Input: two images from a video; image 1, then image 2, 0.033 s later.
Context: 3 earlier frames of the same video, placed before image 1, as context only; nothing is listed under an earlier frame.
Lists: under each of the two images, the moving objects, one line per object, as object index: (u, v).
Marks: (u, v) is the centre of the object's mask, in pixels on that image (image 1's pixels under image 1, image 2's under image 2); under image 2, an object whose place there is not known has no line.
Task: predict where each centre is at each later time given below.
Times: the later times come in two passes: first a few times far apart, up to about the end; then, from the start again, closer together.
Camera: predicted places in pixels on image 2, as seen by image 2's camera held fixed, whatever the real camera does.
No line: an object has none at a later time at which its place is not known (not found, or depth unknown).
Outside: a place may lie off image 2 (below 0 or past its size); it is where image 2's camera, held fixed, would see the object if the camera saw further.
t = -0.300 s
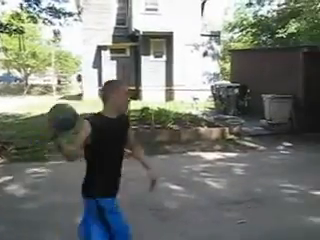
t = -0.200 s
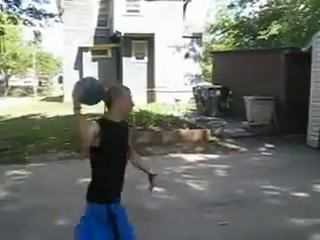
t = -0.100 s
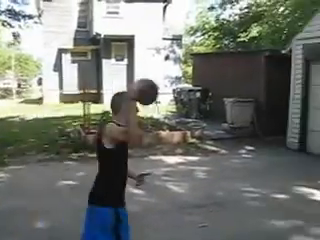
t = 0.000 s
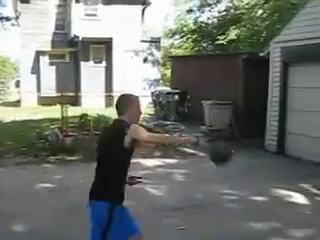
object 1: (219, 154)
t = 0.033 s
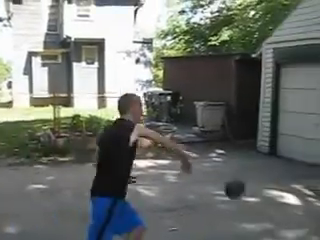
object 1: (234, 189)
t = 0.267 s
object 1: (304, 120)
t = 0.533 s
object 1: (351, 8)
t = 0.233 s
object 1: (298, 142)
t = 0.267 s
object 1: (304, 120)
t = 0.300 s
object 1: (311, 102)
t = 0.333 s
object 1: (317, 84)
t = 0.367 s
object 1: (323, 68)
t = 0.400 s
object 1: (328, 54)
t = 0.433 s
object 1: (334, 40)
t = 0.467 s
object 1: (340, 29)
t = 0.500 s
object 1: (346, 17)
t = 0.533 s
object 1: (351, 8)
